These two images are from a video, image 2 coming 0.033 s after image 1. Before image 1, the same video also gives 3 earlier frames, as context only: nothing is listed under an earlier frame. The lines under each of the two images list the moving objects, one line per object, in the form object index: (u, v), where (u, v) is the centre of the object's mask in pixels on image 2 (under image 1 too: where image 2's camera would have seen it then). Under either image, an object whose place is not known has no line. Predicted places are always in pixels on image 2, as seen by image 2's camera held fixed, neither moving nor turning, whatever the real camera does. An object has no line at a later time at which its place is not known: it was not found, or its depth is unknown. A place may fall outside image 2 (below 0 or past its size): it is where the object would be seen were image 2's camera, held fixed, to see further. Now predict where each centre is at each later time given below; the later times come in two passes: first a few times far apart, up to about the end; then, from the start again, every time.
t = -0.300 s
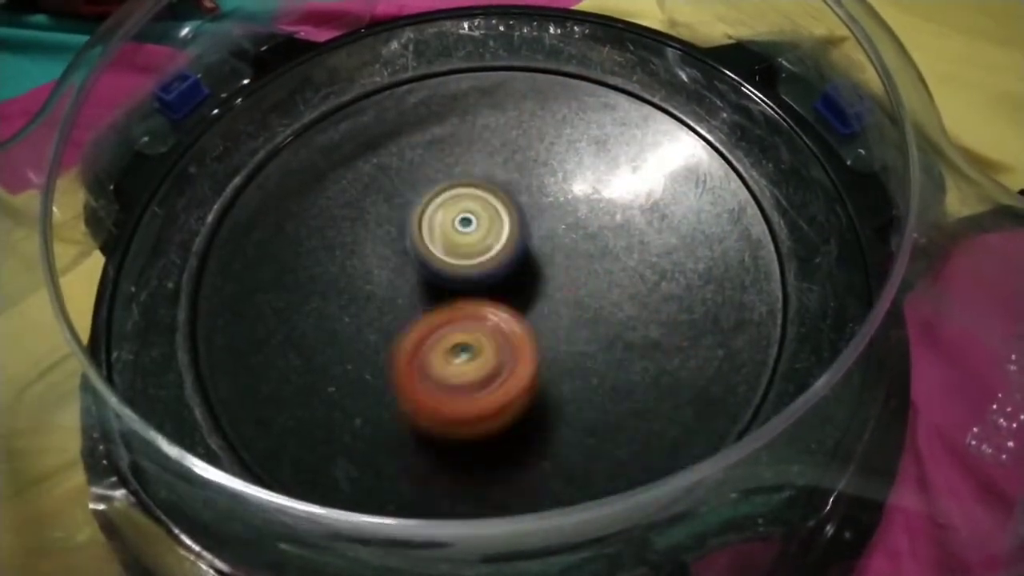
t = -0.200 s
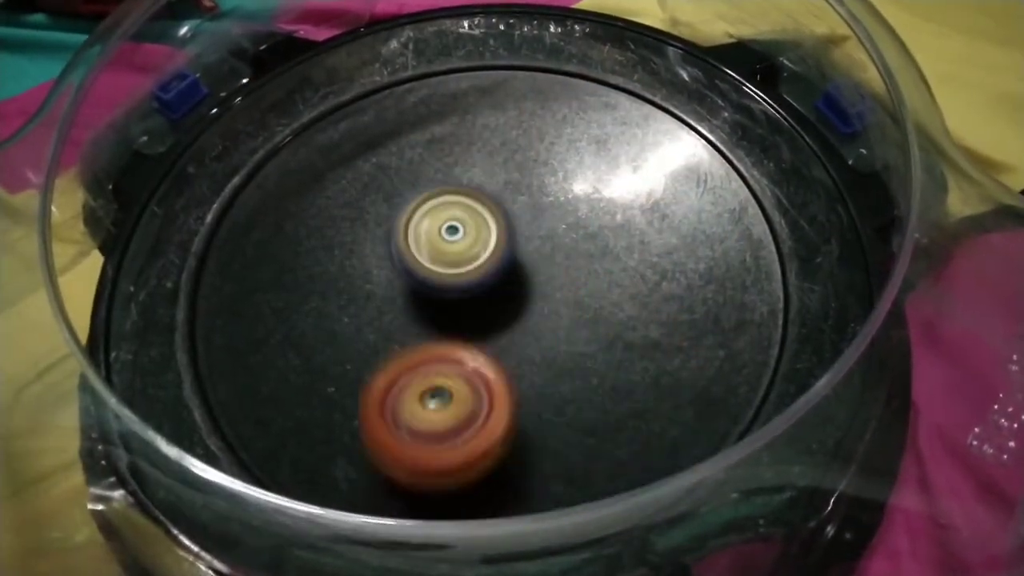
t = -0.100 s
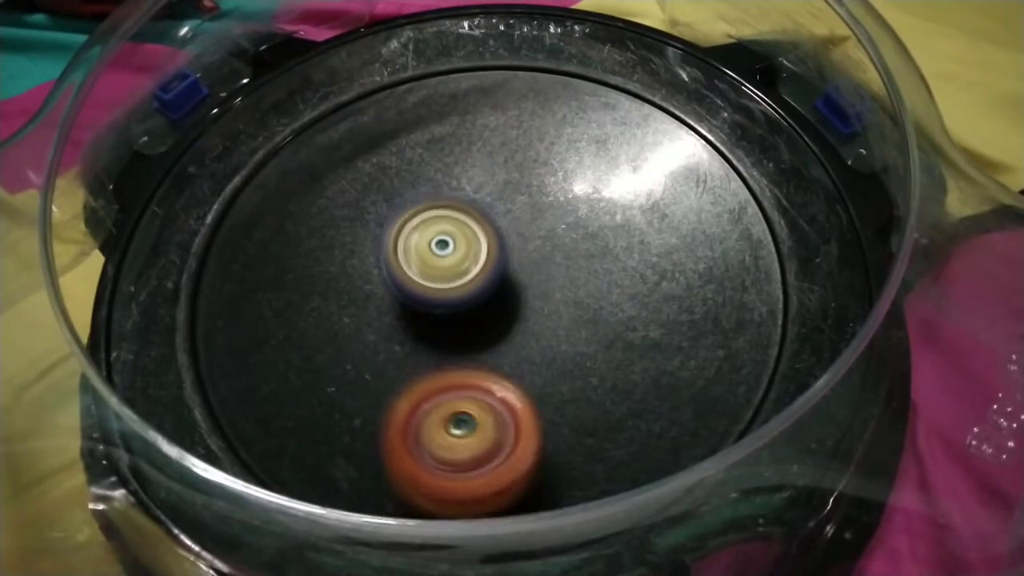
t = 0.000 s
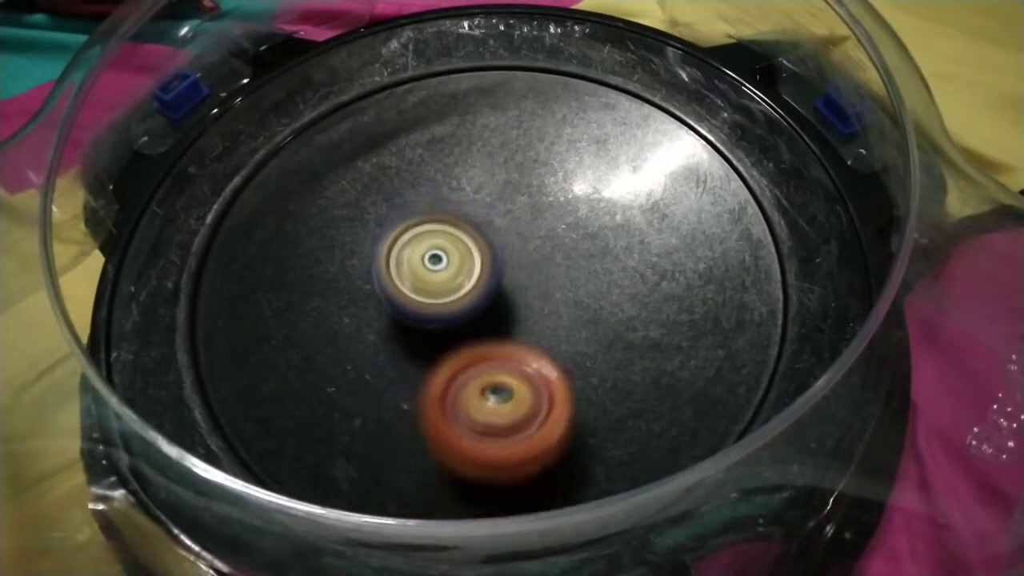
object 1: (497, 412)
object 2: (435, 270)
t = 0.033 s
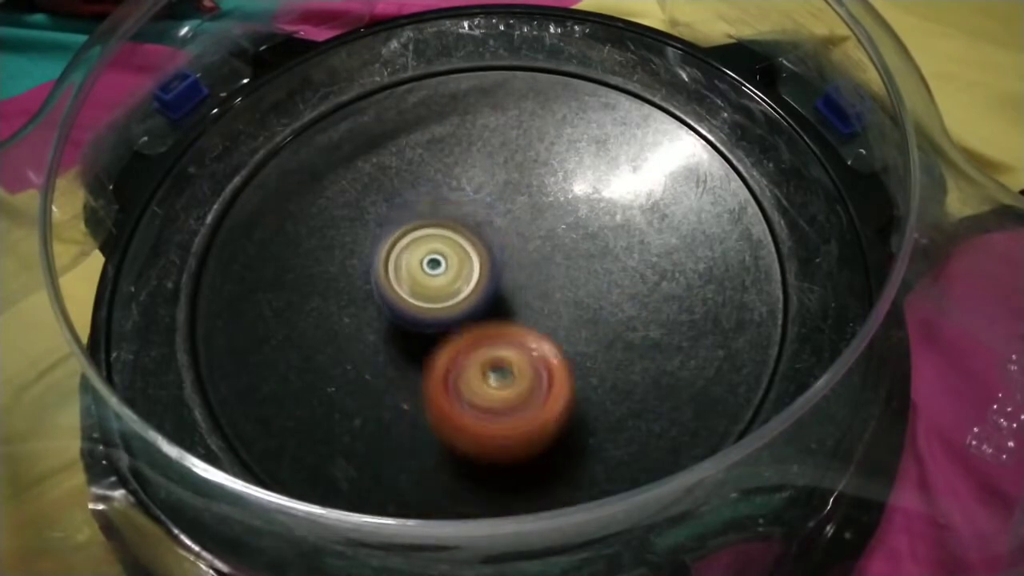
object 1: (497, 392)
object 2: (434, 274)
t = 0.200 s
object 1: (513, 329)
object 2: (391, 240)
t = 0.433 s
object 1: (523, 298)
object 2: (362, 191)
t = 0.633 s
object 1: (633, 285)
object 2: (303, 175)
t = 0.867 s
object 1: (715, 171)
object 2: (295, 178)
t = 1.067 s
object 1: (578, 169)
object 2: (444, 250)
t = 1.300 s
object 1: (541, 239)
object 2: (341, 452)
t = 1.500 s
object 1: (622, 293)
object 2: (346, 429)
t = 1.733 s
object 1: (573, 255)
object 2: (458, 329)
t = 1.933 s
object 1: (485, 235)
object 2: (426, 382)
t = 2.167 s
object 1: (367, 204)
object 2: (476, 485)
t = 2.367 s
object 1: (360, 289)
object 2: (517, 409)
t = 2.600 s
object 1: (429, 221)
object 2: (688, 304)
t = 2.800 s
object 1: (351, 177)
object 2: (765, 253)
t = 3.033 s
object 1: (390, 248)
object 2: (698, 230)
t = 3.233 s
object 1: (437, 237)
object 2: (687, 184)
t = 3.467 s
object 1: (424, 292)
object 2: (654, 171)
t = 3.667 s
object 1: (490, 294)
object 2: (535, 151)
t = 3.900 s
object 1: (523, 298)
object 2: (446, 89)
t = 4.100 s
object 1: (476, 268)
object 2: (383, 126)
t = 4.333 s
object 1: (436, 305)
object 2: (320, 220)
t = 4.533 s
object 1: (481, 287)
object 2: (289, 311)
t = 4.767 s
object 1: (440, 238)
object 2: (316, 383)
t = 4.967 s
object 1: (426, 269)
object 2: (394, 395)
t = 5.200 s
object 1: (493, 238)
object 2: (522, 379)
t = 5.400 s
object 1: (473, 206)
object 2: (621, 329)
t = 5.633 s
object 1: (474, 254)
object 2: (658, 261)
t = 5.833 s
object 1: (489, 287)
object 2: (682, 186)
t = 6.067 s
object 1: (423, 381)
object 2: (649, 151)
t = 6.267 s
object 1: (475, 360)
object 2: (508, 144)
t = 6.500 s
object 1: (445, 260)
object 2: (355, 112)
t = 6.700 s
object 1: (381, 219)
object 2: (290, 134)
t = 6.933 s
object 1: (456, 262)
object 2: (306, 206)
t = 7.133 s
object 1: (549, 241)
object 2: (370, 342)
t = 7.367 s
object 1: (562, 196)
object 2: (499, 453)
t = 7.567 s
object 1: (504, 235)
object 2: (590, 427)
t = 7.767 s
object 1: (488, 310)
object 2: (641, 325)
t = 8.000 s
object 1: (529, 344)
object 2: (640, 192)
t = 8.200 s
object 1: (517, 296)
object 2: (579, 121)
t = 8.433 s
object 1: (435, 257)
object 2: (468, 120)
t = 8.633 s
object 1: (377, 306)
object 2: (386, 147)
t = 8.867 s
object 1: (450, 392)
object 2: (370, 236)
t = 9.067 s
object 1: (548, 346)
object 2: (391, 347)
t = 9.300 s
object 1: (550, 230)
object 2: (493, 397)
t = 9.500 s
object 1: (471, 167)
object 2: (578, 357)
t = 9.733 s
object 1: (377, 193)
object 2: (615, 254)
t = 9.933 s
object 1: (384, 272)
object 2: (573, 176)
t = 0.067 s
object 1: (497, 375)
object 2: (429, 275)
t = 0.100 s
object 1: (509, 368)
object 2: (415, 268)
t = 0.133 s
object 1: (516, 358)
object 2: (403, 253)
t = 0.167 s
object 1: (518, 344)
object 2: (396, 247)
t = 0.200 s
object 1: (513, 329)
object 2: (391, 240)
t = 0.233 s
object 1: (502, 314)
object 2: (390, 233)
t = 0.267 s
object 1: (486, 304)
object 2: (390, 229)
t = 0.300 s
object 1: (490, 306)
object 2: (377, 219)
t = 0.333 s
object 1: (498, 307)
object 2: (366, 203)
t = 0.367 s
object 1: (508, 307)
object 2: (361, 198)
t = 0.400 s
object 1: (516, 304)
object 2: (360, 195)
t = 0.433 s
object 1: (523, 298)
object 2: (362, 191)
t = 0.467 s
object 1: (525, 290)
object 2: (368, 193)
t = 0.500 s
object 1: (522, 280)
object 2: (376, 196)
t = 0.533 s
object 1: (515, 270)
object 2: (386, 203)
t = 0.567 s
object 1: (511, 266)
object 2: (392, 208)
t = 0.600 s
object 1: (570, 280)
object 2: (346, 193)
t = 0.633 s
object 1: (633, 285)
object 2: (303, 175)
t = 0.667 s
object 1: (689, 277)
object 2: (267, 169)
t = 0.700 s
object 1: (739, 260)
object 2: (247, 160)
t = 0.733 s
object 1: (778, 236)
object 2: (238, 158)
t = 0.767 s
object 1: (765, 212)
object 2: (240, 158)
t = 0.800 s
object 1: (740, 202)
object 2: (254, 162)
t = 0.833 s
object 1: (727, 185)
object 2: (273, 171)
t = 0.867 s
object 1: (715, 171)
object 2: (295, 178)
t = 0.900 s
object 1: (704, 157)
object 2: (322, 190)
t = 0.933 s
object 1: (689, 145)
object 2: (346, 201)
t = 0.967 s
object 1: (665, 140)
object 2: (372, 211)
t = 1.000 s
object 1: (637, 142)
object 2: (399, 227)
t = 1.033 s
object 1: (605, 154)
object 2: (422, 236)
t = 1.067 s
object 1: (578, 169)
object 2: (444, 250)
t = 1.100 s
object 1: (556, 184)
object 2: (460, 270)
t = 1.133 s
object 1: (559, 181)
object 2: (438, 318)
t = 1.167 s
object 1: (555, 182)
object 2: (417, 359)
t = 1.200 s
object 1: (548, 191)
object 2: (396, 396)
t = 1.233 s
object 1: (542, 205)
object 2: (375, 425)
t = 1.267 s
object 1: (539, 222)
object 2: (357, 443)
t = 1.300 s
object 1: (541, 239)
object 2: (341, 452)
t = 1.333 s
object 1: (547, 255)
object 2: (328, 456)
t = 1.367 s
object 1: (558, 269)
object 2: (321, 458)
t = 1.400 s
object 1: (572, 281)
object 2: (323, 454)
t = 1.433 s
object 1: (587, 289)
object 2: (328, 448)
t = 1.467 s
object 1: (605, 293)
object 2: (335, 440)
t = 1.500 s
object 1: (622, 293)
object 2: (346, 429)
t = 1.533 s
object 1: (634, 287)
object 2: (358, 413)
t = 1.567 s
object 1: (642, 277)
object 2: (373, 397)
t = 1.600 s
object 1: (641, 266)
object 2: (387, 381)
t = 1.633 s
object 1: (631, 257)
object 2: (404, 366)
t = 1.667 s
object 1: (615, 252)
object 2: (421, 351)
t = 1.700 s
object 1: (593, 253)
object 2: (436, 338)
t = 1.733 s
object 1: (573, 255)
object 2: (458, 329)
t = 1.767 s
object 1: (565, 241)
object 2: (444, 348)
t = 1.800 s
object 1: (558, 227)
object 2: (432, 365)
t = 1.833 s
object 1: (545, 223)
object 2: (426, 374)
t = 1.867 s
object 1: (527, 223)
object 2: (422, 381)
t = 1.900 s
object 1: (507, 226)
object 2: (423, 382)
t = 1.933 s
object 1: (485, 235)
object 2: (426, 382)
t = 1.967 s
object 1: (467, 247)
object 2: (433, 378)
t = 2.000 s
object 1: (451, 258)
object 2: (441, 387)
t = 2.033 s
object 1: (437, 235)
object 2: (450, 441)
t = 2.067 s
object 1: (422, 215)
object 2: (458, 465)
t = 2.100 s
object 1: (403, 205)
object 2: (464, 481)
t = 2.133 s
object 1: (385, 203)
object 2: (471, 488)
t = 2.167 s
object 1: (367, 204)
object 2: (476, 485)
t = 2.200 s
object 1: (348, 209)
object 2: (481, 484)
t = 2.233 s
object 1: (330, 220)
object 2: (486, 475)
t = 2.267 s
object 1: (322, 239)
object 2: (494, 465)
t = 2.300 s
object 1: (325, 257)
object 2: (500, 452)
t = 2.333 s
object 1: (339, 274)
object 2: (507, 430)
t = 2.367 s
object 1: (360, 289)
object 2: (517, 409)
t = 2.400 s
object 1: (386, 296)
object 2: (527, 386)
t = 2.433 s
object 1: (416, 297)
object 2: (538, 366)
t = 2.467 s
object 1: (436, 287)
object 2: (563, 355)
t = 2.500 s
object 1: (440, 270)
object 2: (603, 338)
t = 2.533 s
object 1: (441, 252)
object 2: (633, 328)
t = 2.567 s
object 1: (436, 235)
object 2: (663, 317)
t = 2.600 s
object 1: (429, 221)
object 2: (688, 304)
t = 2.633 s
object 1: (419, 208)
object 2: (709, 295)
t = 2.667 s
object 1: (407, 195)
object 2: (728, 284)
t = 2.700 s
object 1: (394, 186)
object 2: (741, 277)
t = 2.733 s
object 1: (380, 179)
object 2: (752, 268)
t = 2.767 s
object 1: (365, 176)
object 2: (762, 260)
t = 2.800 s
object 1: (351, 177)
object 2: (765, 253)
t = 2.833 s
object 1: (341, 184)
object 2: (765, 248)
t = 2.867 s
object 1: (333, 192)
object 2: (761, 245)
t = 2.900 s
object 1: (332, 204)
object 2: (751, 241)
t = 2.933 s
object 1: (337, 219)
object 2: (744, 236)
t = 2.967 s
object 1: (349, 232)
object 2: (730, 235)
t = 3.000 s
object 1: (366, 242)
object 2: (716, 232)
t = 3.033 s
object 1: (390, 248)
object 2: (698, 230)
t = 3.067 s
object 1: (416, 252)
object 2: (680, 229)
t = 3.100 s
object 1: (443, 251)
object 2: (661, 226)
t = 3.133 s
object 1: (469, 248)
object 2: (641, 223)
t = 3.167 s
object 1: (489, 241)
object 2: (625, 218)
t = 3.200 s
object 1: (460, 238)
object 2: (659, 202)
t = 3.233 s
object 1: (437, 237)
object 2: (687, 184)
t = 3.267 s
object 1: (423, 240)
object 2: (705, 170)
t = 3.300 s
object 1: (411, 246)
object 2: (710, 168)
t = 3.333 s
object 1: (404, 255)
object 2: (709, 163)
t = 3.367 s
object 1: (400, 265)
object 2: (701, 163)
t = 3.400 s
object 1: (403, 276)
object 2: (687, 165)
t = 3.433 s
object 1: (411, 285)
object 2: (671, 169)
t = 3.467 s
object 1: (424, 292)
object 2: (654, 171)
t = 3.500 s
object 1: (439, 295)
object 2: (635, 175)
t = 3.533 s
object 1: (454, 295)
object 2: (615, 178)
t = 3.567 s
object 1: (472, 291)
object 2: (593, 178)
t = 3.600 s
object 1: (488, 282)
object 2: (568, 177)
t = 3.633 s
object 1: (493, 282)
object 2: (546, 171)
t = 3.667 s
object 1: (490, 294)
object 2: (535, 151)
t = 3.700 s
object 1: (493, 302)
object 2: (523, 130)
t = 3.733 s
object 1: (497, 307)
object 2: (510, 116)
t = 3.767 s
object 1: (503, 309)
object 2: (498, 105)
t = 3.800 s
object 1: (510, 310)
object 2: (485, 96)
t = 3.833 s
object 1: (516, 308)
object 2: (471, 90)
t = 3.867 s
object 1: (520, 304)
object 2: (458, 89)
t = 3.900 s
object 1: (523, 298)
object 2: (446, 89)
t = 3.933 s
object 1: (522, 291)
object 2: (432, 91)
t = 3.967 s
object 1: (518, 284)
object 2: (423, 95)
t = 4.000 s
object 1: (511, 278)
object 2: (413, 100)
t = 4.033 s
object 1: (502, 273)
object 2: (403, 107)
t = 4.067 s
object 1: (489, 270)
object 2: (393, 117)
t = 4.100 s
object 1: (476, 268)
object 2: (383, 126)
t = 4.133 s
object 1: (464, 269)
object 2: (372, 139)
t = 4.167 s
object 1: (453, 272)
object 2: (363, 149)
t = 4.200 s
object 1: (444, 278)
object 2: (354, 162)
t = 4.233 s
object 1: (437, 285)
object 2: (345, 175)
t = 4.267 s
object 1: (433, 292)
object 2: (337, 190)
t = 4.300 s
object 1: (433, 299)
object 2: (328, 205)
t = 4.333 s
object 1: (436, 305)
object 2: (320, 220)
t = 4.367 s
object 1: (443, 309)
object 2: (313, 236)
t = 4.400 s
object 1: (451, 310)
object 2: (306, 251)
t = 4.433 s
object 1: (461, 308)
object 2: (300, 268)
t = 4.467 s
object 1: (469, 303)
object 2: (296, 281)
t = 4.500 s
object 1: (476, 296)
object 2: (292, 296)
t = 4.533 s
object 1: (481, 287)
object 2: (289, 311)
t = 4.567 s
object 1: (483, 276)
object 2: (288, 325)
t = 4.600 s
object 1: (482, 266)
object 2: (288, 337)
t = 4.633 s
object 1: (476, 257)
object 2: (290, 350)
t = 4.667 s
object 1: (470, 248)
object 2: (294, 359)
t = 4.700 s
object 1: (461, 242)
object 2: (300, 369)
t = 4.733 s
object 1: (451, 238)
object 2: (307, 375)
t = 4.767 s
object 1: (440, 238)
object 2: (316, 383)
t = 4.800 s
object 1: (431, 238)
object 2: (326, 386)
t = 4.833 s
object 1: (423, 242)
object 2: (337, 391)
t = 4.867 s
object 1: (418, 248)
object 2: (350, 394)
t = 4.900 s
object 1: (416, 255)
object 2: (364, 395)
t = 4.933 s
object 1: (419, 262)
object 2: (378, 395)
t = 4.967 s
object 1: (426, 269)
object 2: (394, 395)
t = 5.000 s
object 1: (436, 273)
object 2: (410, 393)
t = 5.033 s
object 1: (449, 274)
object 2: (427, 391)
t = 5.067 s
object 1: (463, 272)
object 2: (446, 392)
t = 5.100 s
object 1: (472, 266)
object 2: (464, 389)
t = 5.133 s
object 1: (482, 258)
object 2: (484, 386)
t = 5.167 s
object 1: (489, 248)
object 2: (501, 383)
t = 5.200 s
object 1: (493, 238)
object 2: (522, 379)
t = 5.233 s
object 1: (495, 229)
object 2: (540, 373)
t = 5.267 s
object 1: (495, 221)
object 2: (558, 367)
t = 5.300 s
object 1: (492, 214)
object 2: (577, 359)
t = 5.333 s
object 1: (486, 209)
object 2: (592, 349)
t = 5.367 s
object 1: (480, 207)
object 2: (608, 340)
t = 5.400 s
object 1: (473, 206)
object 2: (621, 329)
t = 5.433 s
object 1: (466, 209)
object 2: (634, 318)
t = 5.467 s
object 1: (460, 213)
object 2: (644, 307)
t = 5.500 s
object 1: (458, 220)
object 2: (650, 298)
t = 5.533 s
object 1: (457, 229)
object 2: (655, 288)
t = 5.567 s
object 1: (460, 238)
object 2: (657, 279)
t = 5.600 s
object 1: (465, 246)
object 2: (658, 270)
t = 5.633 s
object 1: (474, 254)
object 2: (658, 261)
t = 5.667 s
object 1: (484, 259)
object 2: (656, 252)
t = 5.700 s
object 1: (497, 264)
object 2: (653, 244)
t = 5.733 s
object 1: (509, 266)
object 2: (650, 235)
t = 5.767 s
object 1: (519, 267)
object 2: (646, 227)
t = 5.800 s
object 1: (519, 271)
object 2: (650, 213)
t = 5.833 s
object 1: (489, 287)
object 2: (682, 186)
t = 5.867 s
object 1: (468, 300)
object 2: (707, 161)
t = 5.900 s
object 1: (454, 315)
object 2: (716, 147)
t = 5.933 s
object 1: (441, 330)
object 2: (712, 138)
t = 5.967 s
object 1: (431, 344)
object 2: (703, 144)
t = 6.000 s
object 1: (427, 356)
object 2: (689, 147)
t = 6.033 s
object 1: (423, 369)
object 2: (670, 145)
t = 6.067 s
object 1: (423, 381)
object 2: (649, 151)
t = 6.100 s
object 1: (428, 388)
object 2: (629, 150)
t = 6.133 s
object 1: (437, 392)
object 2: (605, 151)
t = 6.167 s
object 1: (449, 391)
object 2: (580, 150)
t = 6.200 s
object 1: (460, 384)
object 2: (556, 150)
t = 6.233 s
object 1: (469, 374)
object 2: (531, 147)
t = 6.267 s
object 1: (475, 360)
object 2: (508, 144)
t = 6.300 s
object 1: (478, 347)
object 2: (483, 141)
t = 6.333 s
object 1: (478, 331)
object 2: (460, 136)
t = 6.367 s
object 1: (475, 316)
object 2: (437, 128)
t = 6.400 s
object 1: (469, 302)
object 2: (415, 123)
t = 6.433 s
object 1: (463, 286)
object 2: (393, 119)
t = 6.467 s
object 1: (456, 272)
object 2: (372, 114)
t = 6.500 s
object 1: (445, 260)
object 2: (355, 112)
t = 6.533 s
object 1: (434, 247)
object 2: (337, 112)
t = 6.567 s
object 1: (423, 236)
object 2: (323, 111)
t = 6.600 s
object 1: (410, 227)
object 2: (310, 115)
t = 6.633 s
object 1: (397, 221)
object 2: (303, 122)
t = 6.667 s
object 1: (385, 216)
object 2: (298, 129)
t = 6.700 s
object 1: (381, 219)
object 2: (290, 134)
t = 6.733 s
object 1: (382, 226)
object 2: (286, 137)
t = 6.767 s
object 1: (387, 234)
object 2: (285, 142)
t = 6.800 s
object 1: (396, 243)
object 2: (286, 151)
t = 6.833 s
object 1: (408, 251)
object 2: (288, 163)
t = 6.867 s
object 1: (423, 256)
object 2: (291, 175)
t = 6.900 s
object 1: (439, 260)
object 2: (298, 189)
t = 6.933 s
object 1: (456, 262)
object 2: (306, 206)
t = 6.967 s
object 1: (474, 263)
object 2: (316, 225)
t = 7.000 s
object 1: (492, 261)
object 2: (325, 249)
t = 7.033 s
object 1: (508, 259)
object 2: (337, 270)
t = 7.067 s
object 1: (523, 254)
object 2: (347, 295)
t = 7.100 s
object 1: (537, 248)
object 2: (359, 319)
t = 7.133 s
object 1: (549, 241)
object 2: (370, 342)
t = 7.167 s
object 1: (560, 234)
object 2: (384, 362)
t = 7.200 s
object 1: (568, 225)
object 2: (402, 385)
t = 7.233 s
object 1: (571, 218)
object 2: (419, 403)
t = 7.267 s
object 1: (574, 210)
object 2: (436, 421)
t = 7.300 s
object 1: (573, 204)
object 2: (457, 434)
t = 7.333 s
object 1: (569, 200)
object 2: (479, 447)
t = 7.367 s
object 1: (562, 196)
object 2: (499, 453)
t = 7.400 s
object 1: (551, 197)
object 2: (517, 455)
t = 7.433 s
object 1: (541, 201)
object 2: (533, 454)
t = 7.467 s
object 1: (532, 205)
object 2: (551, 451)
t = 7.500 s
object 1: (522, 214)
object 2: (566, 446)
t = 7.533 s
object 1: (512, 222)
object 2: (579, 438)
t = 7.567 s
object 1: (504, 235)
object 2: (590, 427)
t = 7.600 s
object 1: (498, 246)
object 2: (602, 416)
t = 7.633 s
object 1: (493, 259)
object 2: (611, 400)
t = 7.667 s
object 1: (489, 271)
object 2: (618, 383)
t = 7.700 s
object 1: (487, 285)
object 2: (628, 365)
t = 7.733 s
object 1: (487, 297)
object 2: (636, 346)
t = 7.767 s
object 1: (488, 310)
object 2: (641, 325)
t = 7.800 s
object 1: (492, 320)
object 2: (645, 305)
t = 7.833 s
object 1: (496, 329)
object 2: (647, 287)
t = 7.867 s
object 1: (502, 337)
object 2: (649, 266)
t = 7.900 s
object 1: (509, 342)
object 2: (650, 247)
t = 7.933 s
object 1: (516, 346)
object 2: (648, 230)
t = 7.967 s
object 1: (523, 346)
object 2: (645, 210)
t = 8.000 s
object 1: (529, 344)
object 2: (640, 192)
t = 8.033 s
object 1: (534, 338)
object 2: (633, 178)
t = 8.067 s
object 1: (536, 331)
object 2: (624, 161)
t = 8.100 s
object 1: (535, 322)
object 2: (614, 147)
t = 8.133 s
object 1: (531, 314)
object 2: (603, 138)
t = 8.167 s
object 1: (526, 305)
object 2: (591, 128)
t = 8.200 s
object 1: (517, 296)
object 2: (579, 121)
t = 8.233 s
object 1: (507, 289)
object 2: (563, 116)
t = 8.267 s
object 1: (497, 283)
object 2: (547, 111)
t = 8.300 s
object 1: (486, 275)
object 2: (531, 109)
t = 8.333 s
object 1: (472, 269)
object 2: (516, 109)
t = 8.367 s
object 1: (461, 264)
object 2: (499, 111)
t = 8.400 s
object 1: (448, 261)
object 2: (484, 114)
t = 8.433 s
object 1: (435, 257)
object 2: (468, 120)
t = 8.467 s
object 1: (421, 255)
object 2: (451, 126)
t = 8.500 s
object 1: (410, 255)
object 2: (434, 134)
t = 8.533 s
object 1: (400, 256)
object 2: (418, 143)
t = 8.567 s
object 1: (388, 265)
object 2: (401, 151)
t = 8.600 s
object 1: (382, 286)
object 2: (392, 148)
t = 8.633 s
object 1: (377, 306)
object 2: (386, 147)
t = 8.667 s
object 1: (377, 323)
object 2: (383, 154)
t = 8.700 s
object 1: (381, 341)
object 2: (381, 161)
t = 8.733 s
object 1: (390, 356)
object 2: (379, 172)
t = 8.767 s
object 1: (400, 369)
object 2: (377, 184)
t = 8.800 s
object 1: (414, 382)
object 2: (375, 200)
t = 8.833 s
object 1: (433, 389)
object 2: (371, 218)
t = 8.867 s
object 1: (450, 392)
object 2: (370, 236)
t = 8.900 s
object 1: (470, 392)
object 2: (370, 257)
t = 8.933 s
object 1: (491, 387)
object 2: (370, 276)
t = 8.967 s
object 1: (506, 382)
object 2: (373, 296)
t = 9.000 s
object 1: (523, 373)
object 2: (377, 314)
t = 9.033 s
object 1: (537, 359)
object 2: (382, 331)
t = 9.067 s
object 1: (548, 346)
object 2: (391, 347)
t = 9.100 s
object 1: (556, 332)
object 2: (403, 363)
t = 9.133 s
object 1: (560, 314)
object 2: (418, 372)
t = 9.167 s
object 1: (564, 297)
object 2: (432, 383)
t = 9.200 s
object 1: (565, 280)
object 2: (446, 391)
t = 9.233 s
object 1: (561, 263)
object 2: (461, 395)
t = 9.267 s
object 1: (557, 248)
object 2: (478, 399)
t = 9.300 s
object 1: (550, 230)
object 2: (493, 397)
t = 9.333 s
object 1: (540, 215)
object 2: (512, 396)
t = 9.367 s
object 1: (530, 203)
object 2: (522, 393)
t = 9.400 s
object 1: (516, 190)
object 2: (539, 386)
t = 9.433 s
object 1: (502, 181)
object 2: (553, 379)
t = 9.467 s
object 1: (487, 172)
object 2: (565, 368)
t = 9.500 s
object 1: (471, 167)
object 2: (578, 357)
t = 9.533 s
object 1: (455, 164)
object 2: (588, 344)
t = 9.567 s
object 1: (439, 163)
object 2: (599, 330)
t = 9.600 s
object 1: (423, 164)
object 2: (605, 316)
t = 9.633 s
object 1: (409, 168)
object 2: (611, 300)
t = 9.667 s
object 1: (397, 174)
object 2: (614, 284)
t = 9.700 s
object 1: (384, 184)
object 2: (614, 269)
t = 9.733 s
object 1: (377, 193)
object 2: (615, 254)
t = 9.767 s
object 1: (371, 205)
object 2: (612, 239)
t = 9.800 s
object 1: (368, 219)
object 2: (608, 225)
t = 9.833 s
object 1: (367, 232)
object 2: (601, 212)
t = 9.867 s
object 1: (368, 244)
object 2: (593, 198)
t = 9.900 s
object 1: (376, 259)
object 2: (583, 187)
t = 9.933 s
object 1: (384, 272)
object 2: (573, 176)
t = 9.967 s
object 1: (394, 286)
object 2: (561, 168)
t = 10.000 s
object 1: (409, 298)
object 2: (548, 162)
